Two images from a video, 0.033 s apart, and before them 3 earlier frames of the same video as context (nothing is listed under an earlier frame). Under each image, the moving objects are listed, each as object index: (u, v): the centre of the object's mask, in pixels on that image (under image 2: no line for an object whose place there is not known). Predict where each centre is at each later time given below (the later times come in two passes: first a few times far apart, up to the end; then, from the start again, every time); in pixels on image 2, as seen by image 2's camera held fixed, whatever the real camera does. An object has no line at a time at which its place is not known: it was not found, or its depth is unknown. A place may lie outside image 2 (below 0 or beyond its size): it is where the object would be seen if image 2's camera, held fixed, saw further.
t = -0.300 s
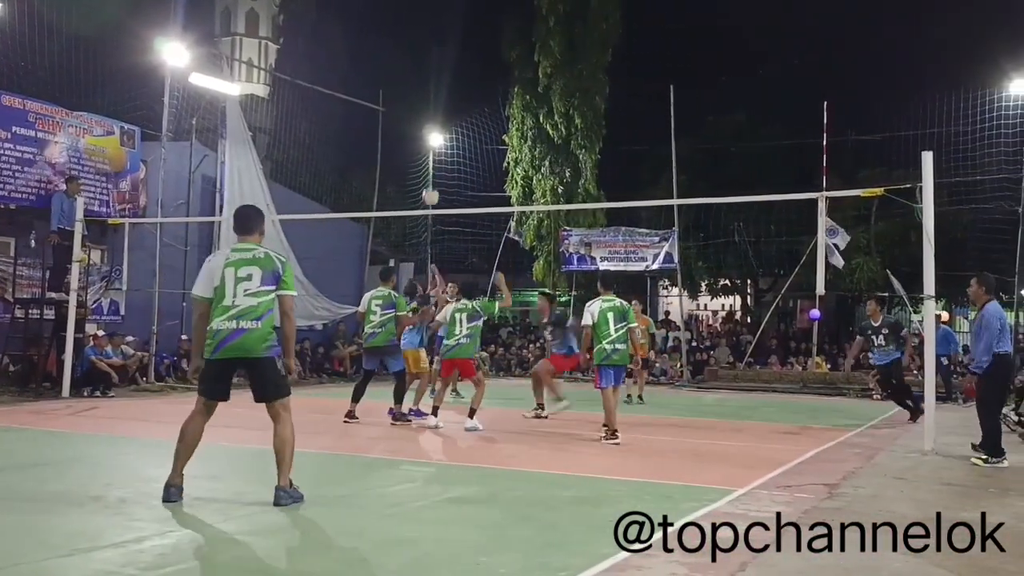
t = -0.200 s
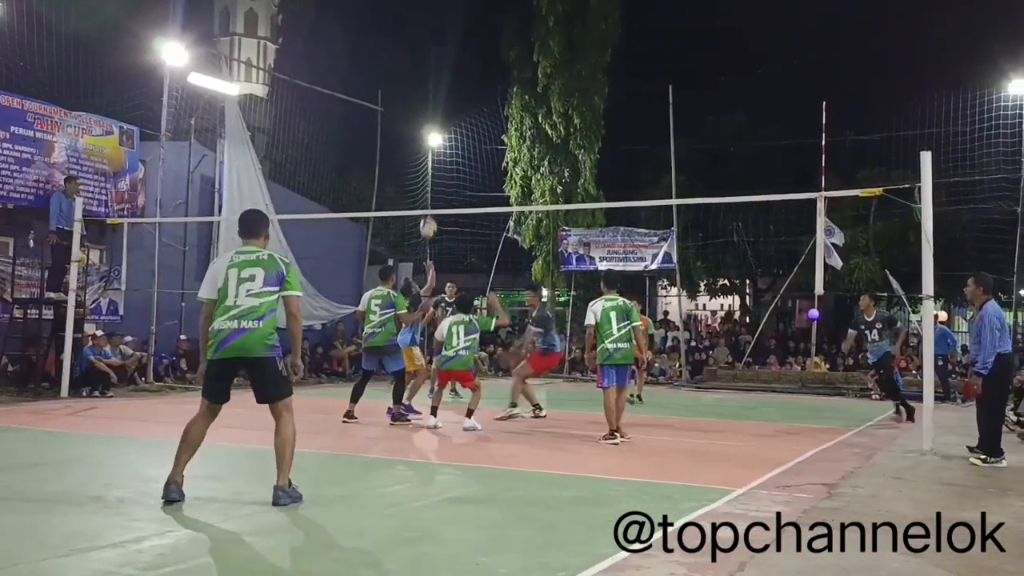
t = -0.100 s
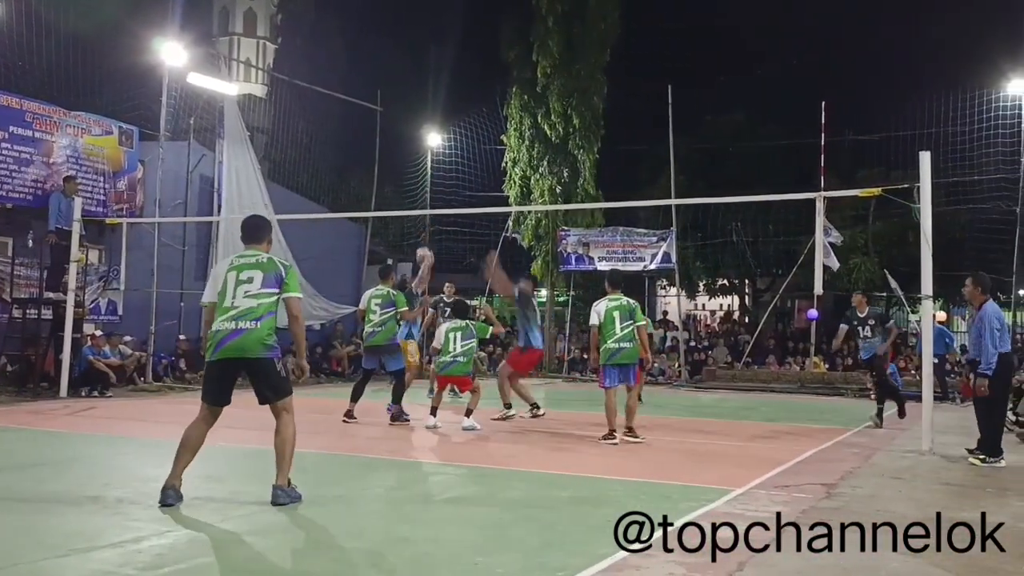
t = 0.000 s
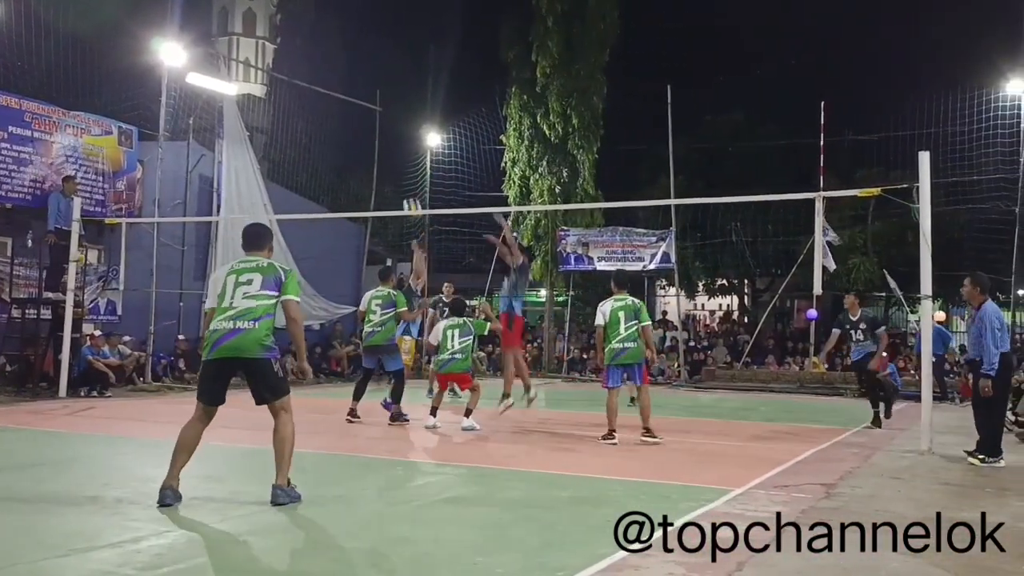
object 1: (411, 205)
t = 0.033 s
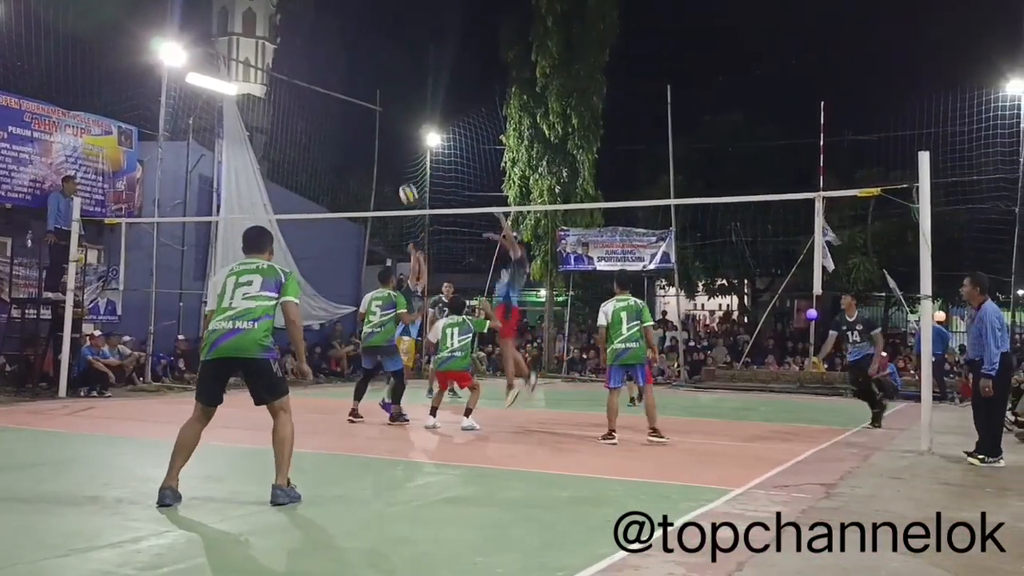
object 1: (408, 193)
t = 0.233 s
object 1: (385, 125)
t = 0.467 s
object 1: (358, 86)
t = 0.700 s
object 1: (332, 88)
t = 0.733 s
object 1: (328, 91)
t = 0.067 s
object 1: (404, 180)
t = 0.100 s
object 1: (400, 167)
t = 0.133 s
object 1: (396, 155)
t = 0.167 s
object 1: (392, 144)
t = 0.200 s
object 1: (389, 133)
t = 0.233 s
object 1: (385, 125)
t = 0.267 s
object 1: (381, 116)
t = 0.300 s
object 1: (377, 109)
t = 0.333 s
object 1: (373, 102)
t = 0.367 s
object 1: (369, 97)
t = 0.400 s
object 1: (366, 92)
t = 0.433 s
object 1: (362, 89)
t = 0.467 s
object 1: (358, 86)
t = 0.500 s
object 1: (354, 84)
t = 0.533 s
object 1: (351, 83)
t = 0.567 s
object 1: (347, 82)
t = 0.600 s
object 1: (343, 82)
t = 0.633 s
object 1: (339, 83)
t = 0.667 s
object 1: (336, 85)
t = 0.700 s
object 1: (332, 88)
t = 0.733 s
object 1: (328, 91)
